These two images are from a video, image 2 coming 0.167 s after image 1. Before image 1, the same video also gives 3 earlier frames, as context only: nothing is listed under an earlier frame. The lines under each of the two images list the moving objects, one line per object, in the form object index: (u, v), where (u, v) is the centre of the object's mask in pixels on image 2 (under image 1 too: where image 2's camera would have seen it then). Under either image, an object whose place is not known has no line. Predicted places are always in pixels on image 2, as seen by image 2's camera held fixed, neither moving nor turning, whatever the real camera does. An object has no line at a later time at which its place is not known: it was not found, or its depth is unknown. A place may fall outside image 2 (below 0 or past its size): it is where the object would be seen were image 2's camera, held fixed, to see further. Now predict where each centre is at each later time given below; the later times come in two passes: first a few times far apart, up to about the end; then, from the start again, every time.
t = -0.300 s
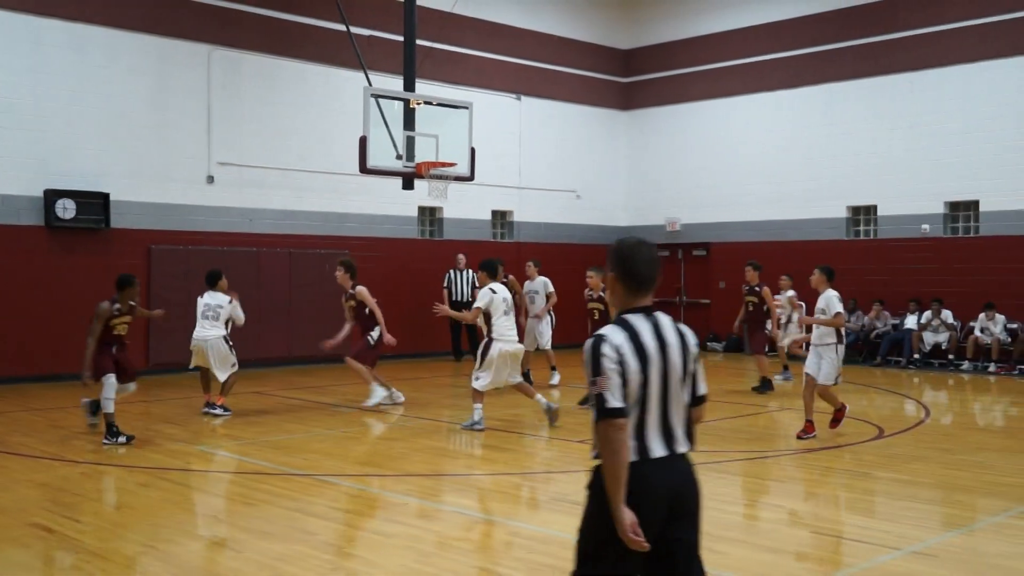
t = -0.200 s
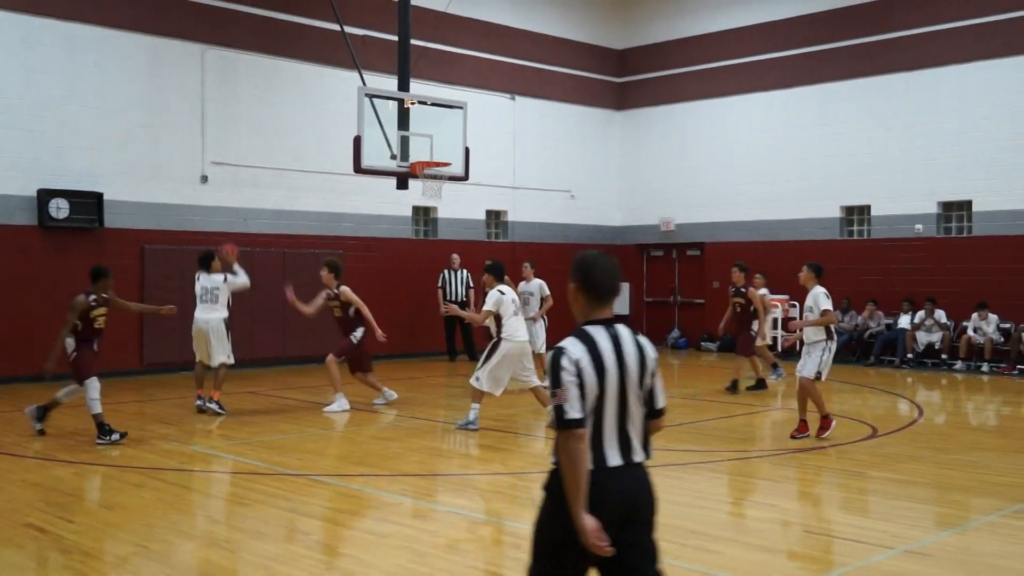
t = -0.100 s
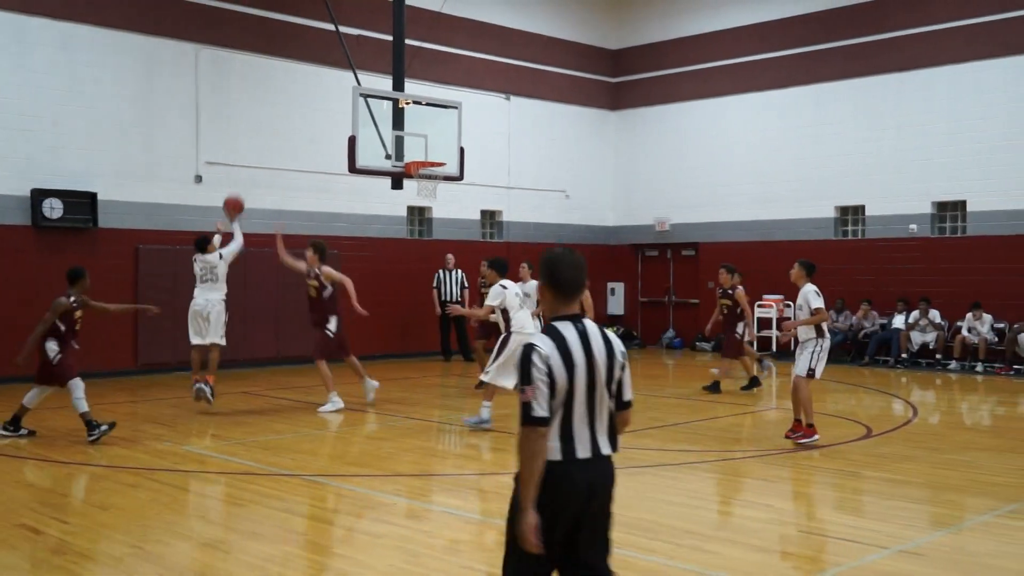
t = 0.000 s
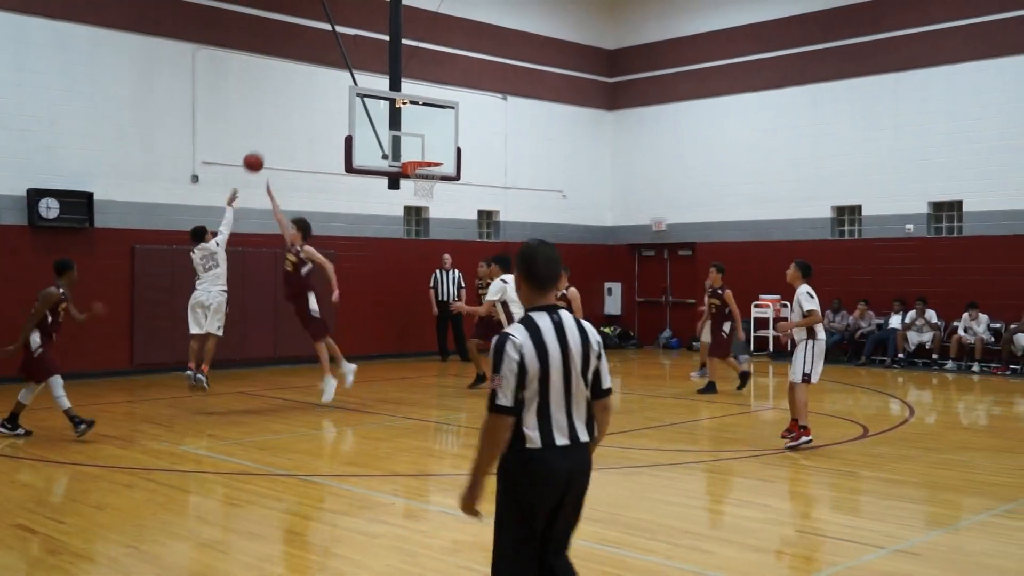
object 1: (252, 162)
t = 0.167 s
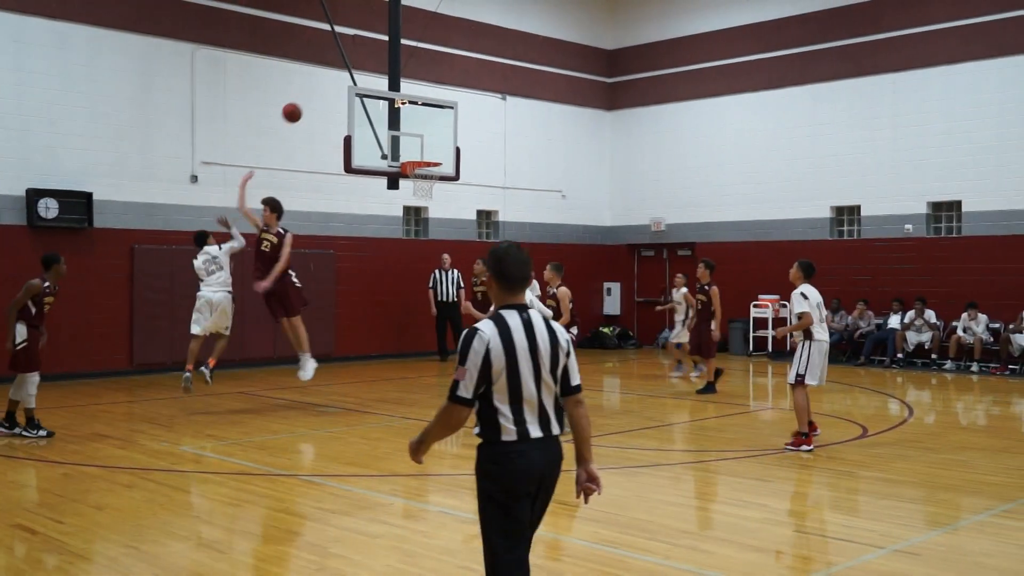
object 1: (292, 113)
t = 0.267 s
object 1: (314, 95)
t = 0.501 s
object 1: (364, 86)
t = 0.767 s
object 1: (416, 127)
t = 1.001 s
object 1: (417, 152)
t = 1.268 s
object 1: (417, 151)
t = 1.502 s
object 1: (431, 167)
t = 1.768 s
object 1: (416, 188)
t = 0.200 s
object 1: (299, 106)
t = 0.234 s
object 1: (307, 100)
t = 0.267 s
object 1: (314, 95)
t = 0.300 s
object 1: (322, 91)
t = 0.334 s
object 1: (329, 88)
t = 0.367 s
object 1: (336, 86)
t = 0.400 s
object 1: (343, 85)
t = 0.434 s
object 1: (350, 85)
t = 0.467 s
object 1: (357, 85)
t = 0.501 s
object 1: (364, 86)
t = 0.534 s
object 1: (371, 88)
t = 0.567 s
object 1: (377, 92)
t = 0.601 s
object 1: (384, 96)
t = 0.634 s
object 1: (391, 101)
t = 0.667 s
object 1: (397, 106)
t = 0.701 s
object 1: (404, 112)
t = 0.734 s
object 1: (410, 119)
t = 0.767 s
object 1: (416, 127)
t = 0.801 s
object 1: (422, 136)
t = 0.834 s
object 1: (428, 145)
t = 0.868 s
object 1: (434, 154)
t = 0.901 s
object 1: (432, 155)
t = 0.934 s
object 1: (427, 153)
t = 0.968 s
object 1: (422, 153)
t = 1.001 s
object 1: (417, 152)
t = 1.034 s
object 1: (412, 153)
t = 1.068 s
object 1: (410, 152)
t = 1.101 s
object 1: (410, 151)
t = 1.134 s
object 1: (412, 149)
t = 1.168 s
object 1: (413, 149)
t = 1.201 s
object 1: (414, 149)
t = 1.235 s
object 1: (415, 150)
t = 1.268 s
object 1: (417, 151)
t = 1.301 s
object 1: (418, 153)
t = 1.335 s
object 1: (419, 155)
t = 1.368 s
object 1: (422, 155)
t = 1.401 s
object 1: (425, 156)
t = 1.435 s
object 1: (427, 158)
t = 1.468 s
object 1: (430, 163)
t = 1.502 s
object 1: (431, 167)
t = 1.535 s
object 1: (429, 170)
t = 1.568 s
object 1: (426, 173)
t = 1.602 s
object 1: (426, 177)
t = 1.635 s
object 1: (424, 179)
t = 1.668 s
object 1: (421, 183)
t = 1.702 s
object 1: (419, 185)
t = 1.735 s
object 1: (418, 186)
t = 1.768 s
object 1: (416, 188)
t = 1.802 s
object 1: (414, 191)
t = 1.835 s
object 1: (412, 194)
